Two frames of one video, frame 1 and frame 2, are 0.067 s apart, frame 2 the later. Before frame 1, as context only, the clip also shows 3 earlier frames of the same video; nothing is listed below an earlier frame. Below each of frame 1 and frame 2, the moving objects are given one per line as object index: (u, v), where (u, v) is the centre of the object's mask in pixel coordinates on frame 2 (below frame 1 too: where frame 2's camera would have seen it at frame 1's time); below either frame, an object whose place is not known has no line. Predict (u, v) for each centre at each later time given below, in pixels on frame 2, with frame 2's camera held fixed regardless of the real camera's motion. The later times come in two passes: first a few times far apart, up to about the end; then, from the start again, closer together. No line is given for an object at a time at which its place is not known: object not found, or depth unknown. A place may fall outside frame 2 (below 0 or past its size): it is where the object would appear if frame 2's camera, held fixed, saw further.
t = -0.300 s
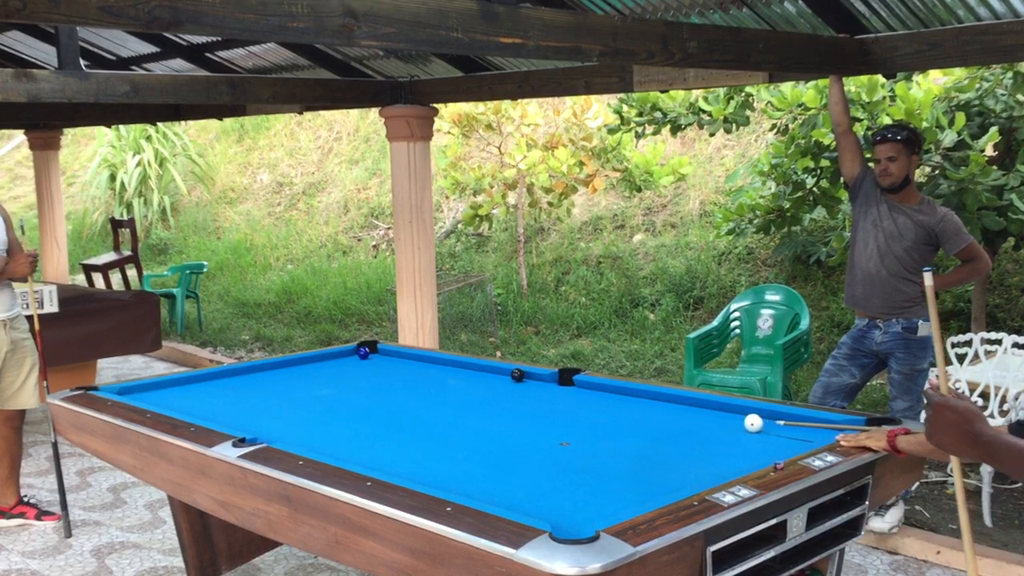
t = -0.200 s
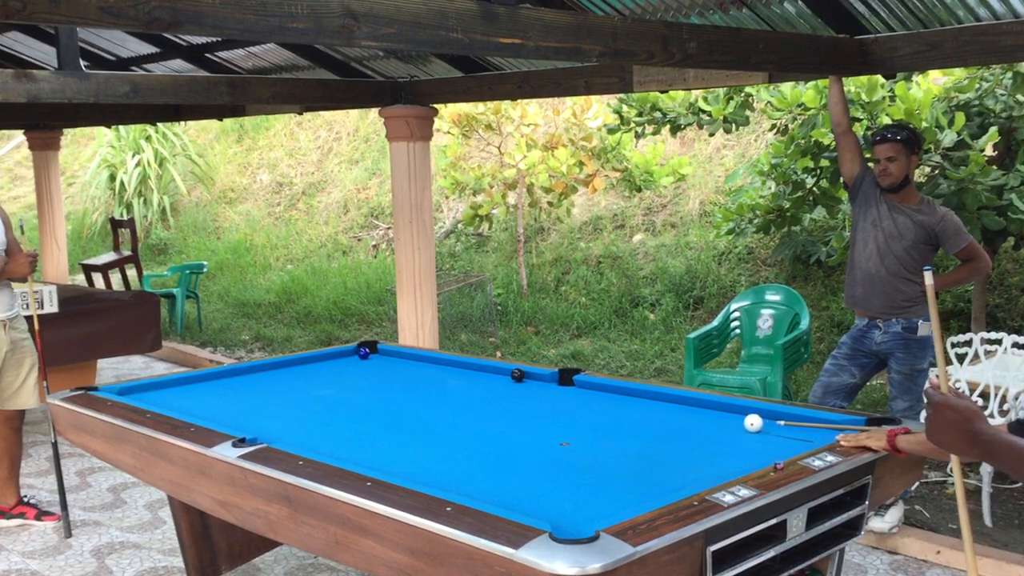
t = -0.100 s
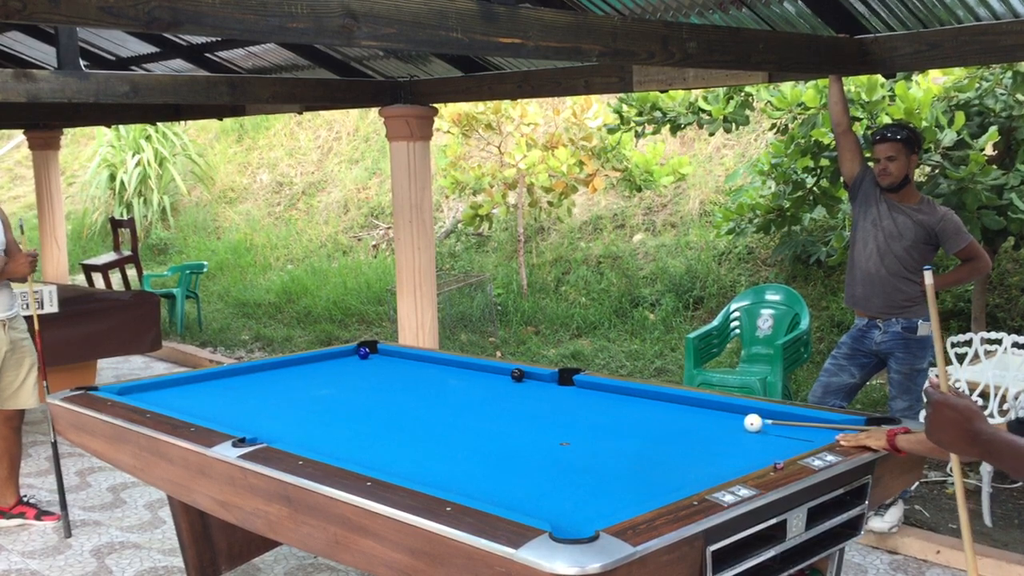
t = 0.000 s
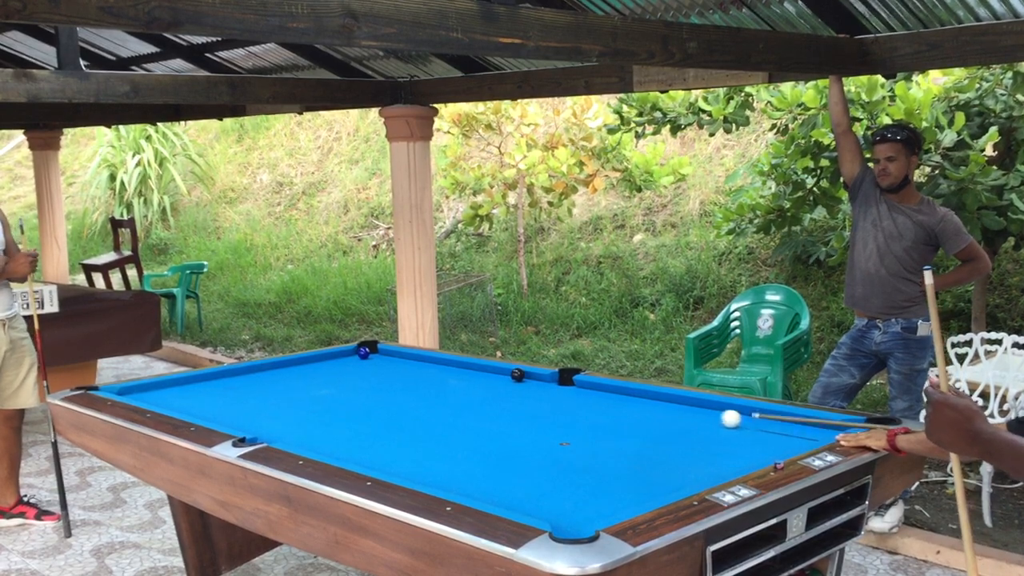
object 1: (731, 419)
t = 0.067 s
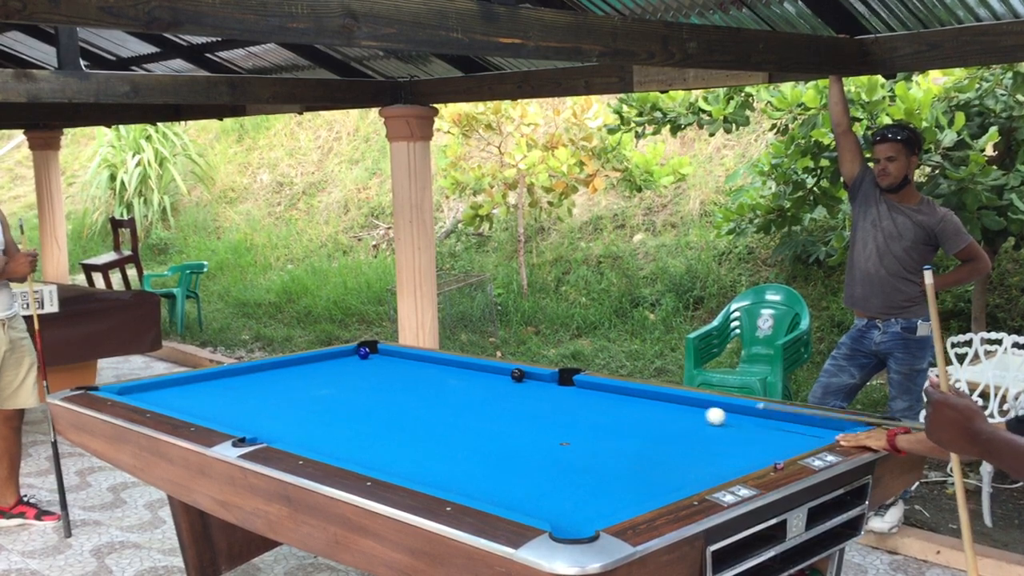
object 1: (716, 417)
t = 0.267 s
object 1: (671, 408)
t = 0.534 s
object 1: (619, 399)
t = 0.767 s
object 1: (579, 393)
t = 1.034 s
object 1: (538, 386)
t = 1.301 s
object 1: (502, 378)
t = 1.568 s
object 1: (469, 374)
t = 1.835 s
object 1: (440, 369)
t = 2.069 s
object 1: (416, 365)
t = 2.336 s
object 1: (392, 360)
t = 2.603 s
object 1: (371, 356)
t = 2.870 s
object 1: (350, 354)
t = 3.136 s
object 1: (331, 355)
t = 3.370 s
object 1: (331, 356)
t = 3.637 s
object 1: (330, 358)
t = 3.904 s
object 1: (331, 360)
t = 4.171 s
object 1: (330, 362)
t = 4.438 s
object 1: (330, 363)
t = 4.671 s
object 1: (331, 364)
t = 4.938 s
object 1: (331, 365)
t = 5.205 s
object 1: (331, 366)
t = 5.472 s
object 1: (332, 366)
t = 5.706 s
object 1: (332, 366)
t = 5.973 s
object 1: (332, 367)
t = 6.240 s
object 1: (332, 367)
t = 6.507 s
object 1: (332, 366)
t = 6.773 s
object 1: (331, 366)
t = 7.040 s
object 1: (331, 366)
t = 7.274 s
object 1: (331, 366)
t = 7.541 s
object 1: (332, 366)
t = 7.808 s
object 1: (332, 366)
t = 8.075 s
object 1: (332, 366)
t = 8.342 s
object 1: (331, 366)
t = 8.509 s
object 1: (331, 366)
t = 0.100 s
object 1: (707, 414)
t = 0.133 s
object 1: (699, 413)
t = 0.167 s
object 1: (692, 412)
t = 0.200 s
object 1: (685, 411)
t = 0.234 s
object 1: (678, 409)
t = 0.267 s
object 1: (671, 408)
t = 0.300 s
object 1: (664, 407)
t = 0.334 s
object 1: (657, 406)
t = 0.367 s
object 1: (651, 405)
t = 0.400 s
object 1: (645, 403)
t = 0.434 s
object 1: (638, 402)
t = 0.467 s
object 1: (632, 402)
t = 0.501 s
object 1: (625, 400)
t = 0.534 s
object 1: (619, 399)
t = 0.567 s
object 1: (613, 398)
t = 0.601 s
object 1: (607, 398)
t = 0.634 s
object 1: (602, 397)
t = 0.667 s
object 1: (596, 395)
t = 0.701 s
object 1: (590, 394)
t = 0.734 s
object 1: (585, 393)
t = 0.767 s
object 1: (579, 393)
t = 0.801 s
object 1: (574, 391)
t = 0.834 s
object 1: (569, 390)
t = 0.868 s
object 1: (563, 390)
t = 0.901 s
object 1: (558, 389)
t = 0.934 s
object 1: (553, 388)
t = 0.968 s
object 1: (548, 388)
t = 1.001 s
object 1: (543, 387)
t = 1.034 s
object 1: (538, 386)
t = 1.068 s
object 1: (534, 385)
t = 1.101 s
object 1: (529, 384)
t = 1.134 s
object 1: (524, 383)
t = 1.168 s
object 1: (520, 383)
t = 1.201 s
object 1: (515, 381)
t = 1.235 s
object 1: (510, 380)
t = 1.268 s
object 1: (506, 379)
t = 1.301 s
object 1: (502, 378)
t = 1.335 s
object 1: (498, 378)
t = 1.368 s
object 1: (494, 377)
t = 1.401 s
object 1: (490, 376)
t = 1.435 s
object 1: (485, 376)
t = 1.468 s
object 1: (481, 376)
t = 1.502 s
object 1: (477, 375)
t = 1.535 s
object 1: (473, 375)
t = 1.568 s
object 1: (469, 374)
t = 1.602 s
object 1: (465, 372)
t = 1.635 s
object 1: (463, 372)
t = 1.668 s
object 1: (458, 371)
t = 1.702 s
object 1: (454, 370)
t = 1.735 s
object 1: (451, 370)
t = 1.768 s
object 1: (447, 370)
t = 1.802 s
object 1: (443, 369)
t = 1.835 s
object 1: (440, 369)
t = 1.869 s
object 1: (436, 368)
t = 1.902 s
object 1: (432, 368)
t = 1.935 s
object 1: (429, 367)
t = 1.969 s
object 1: (426, 367)
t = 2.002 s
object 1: (422, 366)
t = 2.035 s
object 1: (419, 366)
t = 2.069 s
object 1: (416, 365)
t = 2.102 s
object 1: (413, 364)
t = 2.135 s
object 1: (410, 363)
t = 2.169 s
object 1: (407, 363)
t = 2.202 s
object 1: (404, 362)
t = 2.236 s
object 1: (401, 362)
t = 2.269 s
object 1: (398, 362)
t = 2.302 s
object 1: (395, 361)
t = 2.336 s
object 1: (392, 360)
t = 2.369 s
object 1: (389, 360)
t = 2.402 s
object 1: (386, 359)
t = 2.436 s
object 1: (384, 359)
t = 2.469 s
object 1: (381, 358)
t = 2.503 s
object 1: (378, 357)
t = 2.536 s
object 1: (376, 357)
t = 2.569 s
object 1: (373, 357)
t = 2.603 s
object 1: (371, 356)
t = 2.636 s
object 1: (368, 356)
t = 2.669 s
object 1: (365, 355)
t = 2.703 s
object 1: (363, 354)
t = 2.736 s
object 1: (360, 354)
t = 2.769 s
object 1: (358, 354)
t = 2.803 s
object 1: (355, 355)
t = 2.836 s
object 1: (352, 355)
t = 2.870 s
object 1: (350, 354)
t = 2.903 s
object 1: (347, 354)
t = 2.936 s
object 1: (344, 355)
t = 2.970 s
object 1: (342, 355)
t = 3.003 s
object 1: (340, 354)
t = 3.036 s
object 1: (337, 355)
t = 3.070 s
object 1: (335, 354)
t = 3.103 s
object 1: (332, 355)
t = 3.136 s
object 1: (331, 355)
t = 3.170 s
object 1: (331, 355)
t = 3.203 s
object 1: (331, 355)
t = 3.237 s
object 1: (331, 355)
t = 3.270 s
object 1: (330, 356)
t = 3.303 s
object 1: (331, 356)
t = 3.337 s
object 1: (331, 356)
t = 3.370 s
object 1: (331, 356)
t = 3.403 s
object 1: (330, 356)
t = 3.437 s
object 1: (330, 357)
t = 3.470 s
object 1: (331, 357)
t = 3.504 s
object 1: (331, 357)
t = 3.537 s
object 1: (331, 357)
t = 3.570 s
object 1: (330, 358)
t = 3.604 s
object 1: (330, 358)
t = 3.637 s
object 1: (330, 358)
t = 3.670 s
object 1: (330, 358)
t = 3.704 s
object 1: (330, 359)
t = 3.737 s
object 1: (330, 359)
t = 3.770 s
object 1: (331, 359)
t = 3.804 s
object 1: (331, 359)
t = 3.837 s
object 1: (331, 359)
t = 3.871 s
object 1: (331, 359)
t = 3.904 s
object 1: (331, 360)
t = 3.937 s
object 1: (331, 360)
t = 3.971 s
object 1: (331, 360)
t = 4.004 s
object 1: (331, 360)
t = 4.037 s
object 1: (331, 361)
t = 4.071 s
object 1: (330, 361)
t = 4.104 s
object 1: (330, 361)
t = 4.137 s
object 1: (330, 361)
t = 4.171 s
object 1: (330, 362)
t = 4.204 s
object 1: (330, 362)
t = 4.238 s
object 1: (331, 362)
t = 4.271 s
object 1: (330, 362)
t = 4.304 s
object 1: (330, 362)
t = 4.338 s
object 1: (331, 362)
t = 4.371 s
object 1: (331, 363)
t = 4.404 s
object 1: (330, 363)
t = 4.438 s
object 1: (330, 363)
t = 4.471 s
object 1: (331, 363)
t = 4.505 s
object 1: (331, 364)
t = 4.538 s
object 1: (331, 364)
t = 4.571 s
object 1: (331, 363)
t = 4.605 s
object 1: (331, 364)
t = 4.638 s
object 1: (331, 364)
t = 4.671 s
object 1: (331, 364)
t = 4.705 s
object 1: (331, 364)
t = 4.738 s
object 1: (331, 364)
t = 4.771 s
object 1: (331, 364)
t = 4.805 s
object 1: (331, 365)
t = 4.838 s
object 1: (331, 365)
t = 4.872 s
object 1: (331, 365)
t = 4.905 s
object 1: (331, 365)
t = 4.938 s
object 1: (331, 365)
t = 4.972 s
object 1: (331, 365)
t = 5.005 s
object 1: (331, 365)
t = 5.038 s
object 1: (331, 365)
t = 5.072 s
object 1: (331, 365)
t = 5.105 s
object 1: (331, 365)
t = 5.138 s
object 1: (331, 365)
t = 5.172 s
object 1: (331, 366)
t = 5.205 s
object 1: (331, 366)
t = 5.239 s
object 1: (331, 366)
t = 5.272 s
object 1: (331, 366)
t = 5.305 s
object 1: (331, 366)
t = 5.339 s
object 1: (331, 366)
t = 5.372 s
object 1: (331, 366)
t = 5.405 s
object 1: (331, 366)
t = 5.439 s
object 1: (331, 366)
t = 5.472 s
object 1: (332, 366)
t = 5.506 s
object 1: (332, 366)
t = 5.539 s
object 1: (332, 366)
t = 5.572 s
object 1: (332, 366)
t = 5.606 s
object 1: (332, 366)
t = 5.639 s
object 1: (332, 366)
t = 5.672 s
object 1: (332, 366)
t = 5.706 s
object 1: (332, 366)
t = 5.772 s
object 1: (332, 366)
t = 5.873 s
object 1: (332, 366)
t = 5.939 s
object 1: (332, 367)
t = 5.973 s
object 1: (332, 367)
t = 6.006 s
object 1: (332, 367)
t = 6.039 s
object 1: (332, 366)
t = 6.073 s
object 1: (332, 366)
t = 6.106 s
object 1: (332, 366)
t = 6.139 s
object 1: (332, 366)
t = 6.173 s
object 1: (332, 367)
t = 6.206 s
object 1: (332, 367)
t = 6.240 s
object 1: (332, 367)
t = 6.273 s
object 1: (331, 367)
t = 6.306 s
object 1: (331, 367)
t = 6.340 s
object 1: (331, 367)
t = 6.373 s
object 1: (331, 366)
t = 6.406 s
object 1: (331, 367)
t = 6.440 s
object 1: (331, 367)
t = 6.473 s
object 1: (331, 366)
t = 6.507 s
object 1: (332, 366)
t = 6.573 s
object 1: (331, 367)
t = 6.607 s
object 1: (331, 366)
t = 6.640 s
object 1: (331, 366)
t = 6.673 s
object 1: (331, 366)
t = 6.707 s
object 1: (331, 366)
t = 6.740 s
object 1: (331, 366)
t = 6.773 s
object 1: (331, 366)
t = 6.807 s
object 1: (331, 366)
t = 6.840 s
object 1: (332, 366)
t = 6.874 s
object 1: (332, 366)
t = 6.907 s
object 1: (332, 366)
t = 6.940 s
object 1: (331, 367)
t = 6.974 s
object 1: (331, 366)
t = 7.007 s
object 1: (331, 366)
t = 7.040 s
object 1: (331, 366)
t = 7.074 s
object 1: (331, 366)
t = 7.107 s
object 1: (331, 366)
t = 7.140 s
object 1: (331, 366)
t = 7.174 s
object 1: (331, 366)
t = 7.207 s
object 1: (331, 366)
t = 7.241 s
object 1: (331, 366)
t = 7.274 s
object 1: (331, 366)
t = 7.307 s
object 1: (332, 366)
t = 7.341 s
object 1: (332, 366)
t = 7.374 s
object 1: (332, 366)
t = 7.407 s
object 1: (331, 366)
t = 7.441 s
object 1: (332, 366)
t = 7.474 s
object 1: (332, 366)
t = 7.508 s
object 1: (332, 366)
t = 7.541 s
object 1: (332, 366)
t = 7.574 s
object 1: (332, 366)
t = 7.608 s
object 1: (332, 366)
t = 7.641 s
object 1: (332, 366)
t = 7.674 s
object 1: (332, 366)
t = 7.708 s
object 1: (332, 366)
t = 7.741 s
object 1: (332, 366)
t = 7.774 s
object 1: (332, 366)
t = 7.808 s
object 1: (332, 366)
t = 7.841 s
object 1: (331, 366)
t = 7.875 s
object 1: (331, 366)
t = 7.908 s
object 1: (331, 366)
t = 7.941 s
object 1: (331, 366)
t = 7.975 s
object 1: (332, 366)
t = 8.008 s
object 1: (331, 366)
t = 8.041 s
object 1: (331, 366)
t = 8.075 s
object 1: (332, 366)
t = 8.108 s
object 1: (331, 366)
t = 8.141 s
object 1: (331, 366)
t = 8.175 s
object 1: (332, 366)
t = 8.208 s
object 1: (331, 366)
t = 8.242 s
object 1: (331, 366)
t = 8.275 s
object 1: (331, 366)
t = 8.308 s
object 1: (331, 366)
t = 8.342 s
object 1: (331, 366)
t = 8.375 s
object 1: (331, 366)
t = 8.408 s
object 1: (331, 366)
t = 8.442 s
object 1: (331, 366)
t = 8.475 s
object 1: (331, 366)
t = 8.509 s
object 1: (331, 366)
